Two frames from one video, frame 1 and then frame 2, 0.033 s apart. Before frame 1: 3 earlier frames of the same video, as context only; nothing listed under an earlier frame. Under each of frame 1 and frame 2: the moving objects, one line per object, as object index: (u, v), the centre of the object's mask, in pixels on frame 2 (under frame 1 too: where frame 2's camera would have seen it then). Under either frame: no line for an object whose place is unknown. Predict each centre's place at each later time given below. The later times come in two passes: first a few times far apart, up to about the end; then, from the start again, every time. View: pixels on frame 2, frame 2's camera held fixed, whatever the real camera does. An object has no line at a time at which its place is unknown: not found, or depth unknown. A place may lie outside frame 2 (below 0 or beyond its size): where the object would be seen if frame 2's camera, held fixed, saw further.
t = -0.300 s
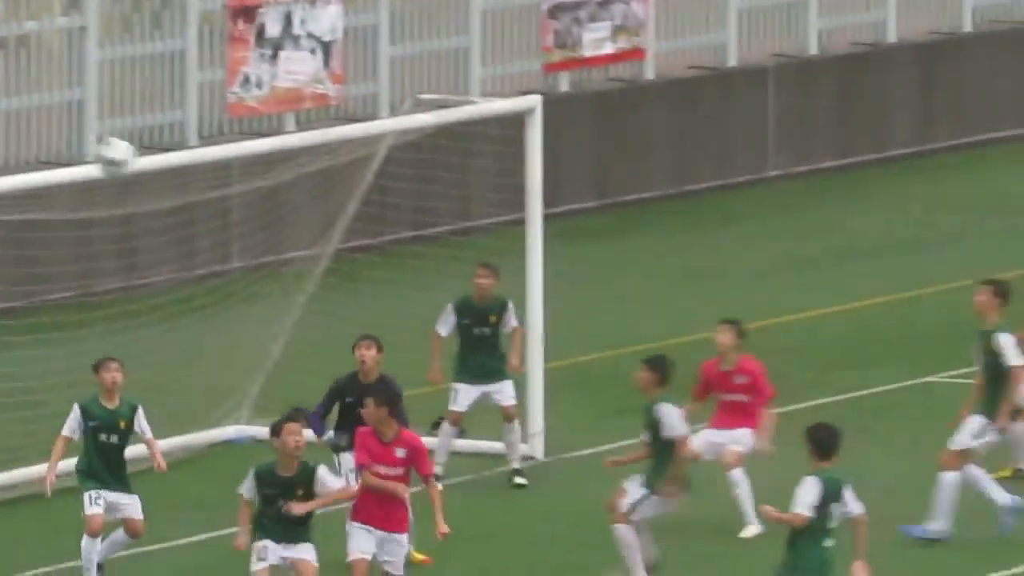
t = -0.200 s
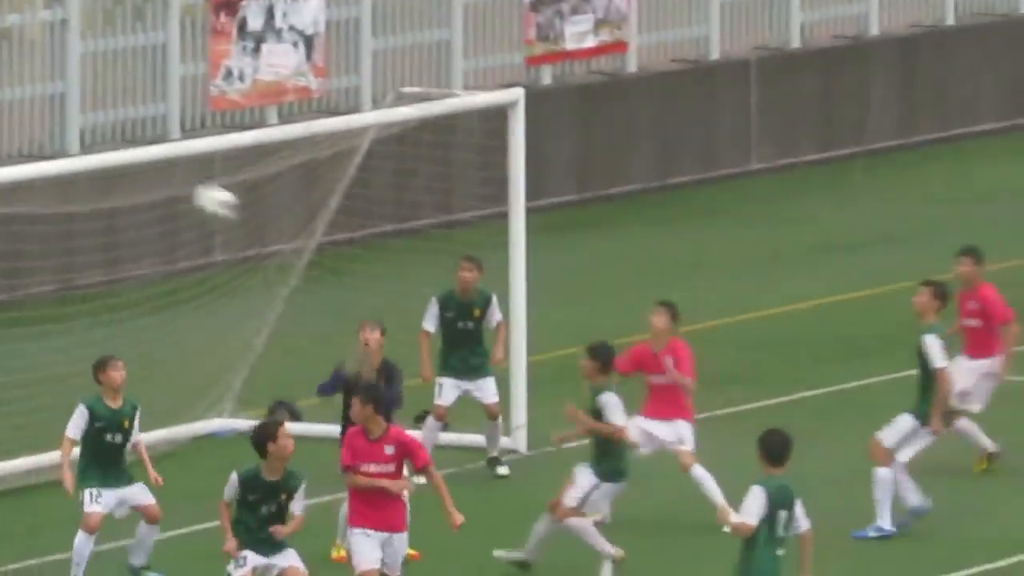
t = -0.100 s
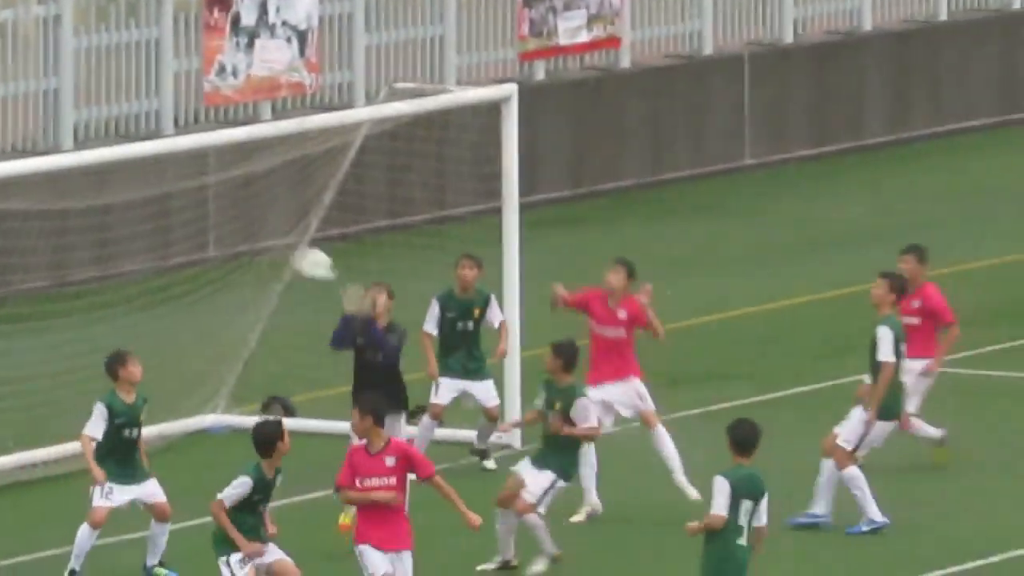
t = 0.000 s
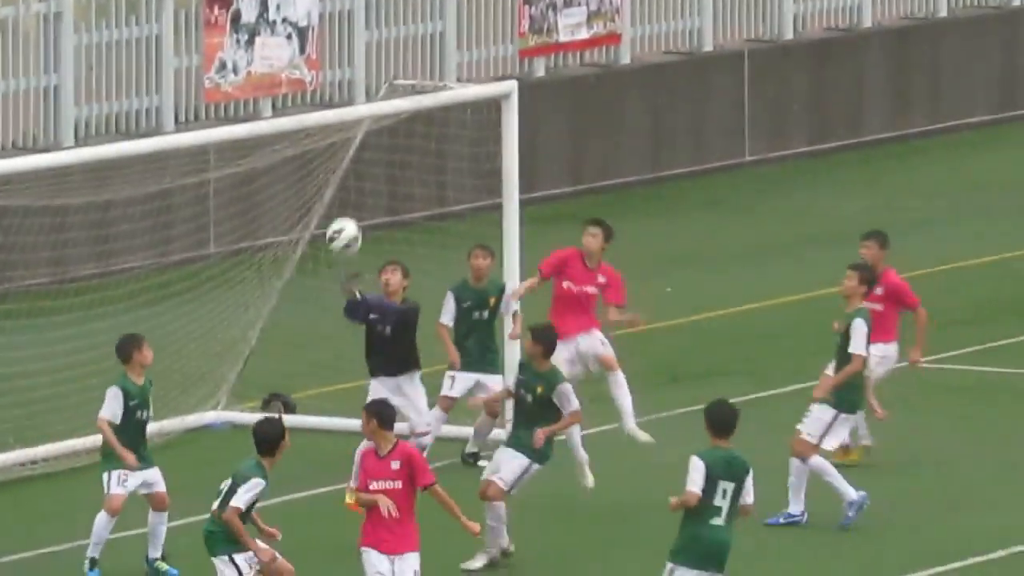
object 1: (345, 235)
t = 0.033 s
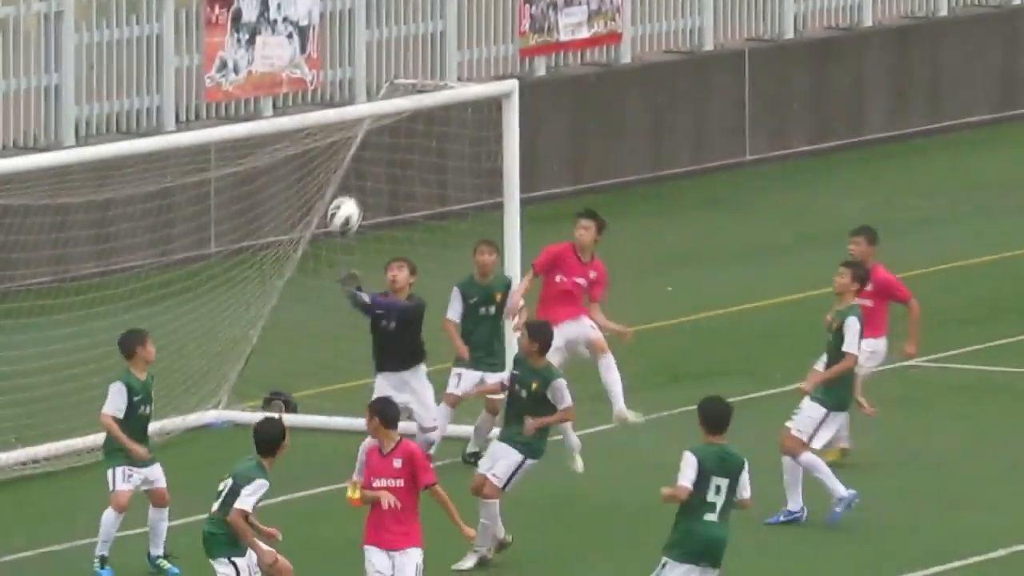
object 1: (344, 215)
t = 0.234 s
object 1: (345, 128)
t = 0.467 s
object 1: (343, 99)
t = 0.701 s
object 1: (340, 148)
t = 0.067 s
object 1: (345, 196)
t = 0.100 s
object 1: (345, 180)
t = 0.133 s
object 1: (346, 163)
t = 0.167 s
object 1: (346, 149)
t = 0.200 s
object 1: (345, 136)
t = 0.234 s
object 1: (345, 128)
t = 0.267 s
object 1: (347, 118)
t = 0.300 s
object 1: (345, 109)
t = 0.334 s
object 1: (345, 105)
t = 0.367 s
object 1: (345, 101)
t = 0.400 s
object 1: (344, 99)
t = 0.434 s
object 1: (343, 99)
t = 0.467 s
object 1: (343, 99)
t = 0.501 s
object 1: (342, 102)
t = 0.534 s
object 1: (342, 105)
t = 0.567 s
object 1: (341, 109)
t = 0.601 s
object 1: (340, 118)
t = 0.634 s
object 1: (340, 126)
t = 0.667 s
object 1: (340, 136)
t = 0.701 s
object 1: (340, 148)
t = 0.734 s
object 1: (340, 161)
